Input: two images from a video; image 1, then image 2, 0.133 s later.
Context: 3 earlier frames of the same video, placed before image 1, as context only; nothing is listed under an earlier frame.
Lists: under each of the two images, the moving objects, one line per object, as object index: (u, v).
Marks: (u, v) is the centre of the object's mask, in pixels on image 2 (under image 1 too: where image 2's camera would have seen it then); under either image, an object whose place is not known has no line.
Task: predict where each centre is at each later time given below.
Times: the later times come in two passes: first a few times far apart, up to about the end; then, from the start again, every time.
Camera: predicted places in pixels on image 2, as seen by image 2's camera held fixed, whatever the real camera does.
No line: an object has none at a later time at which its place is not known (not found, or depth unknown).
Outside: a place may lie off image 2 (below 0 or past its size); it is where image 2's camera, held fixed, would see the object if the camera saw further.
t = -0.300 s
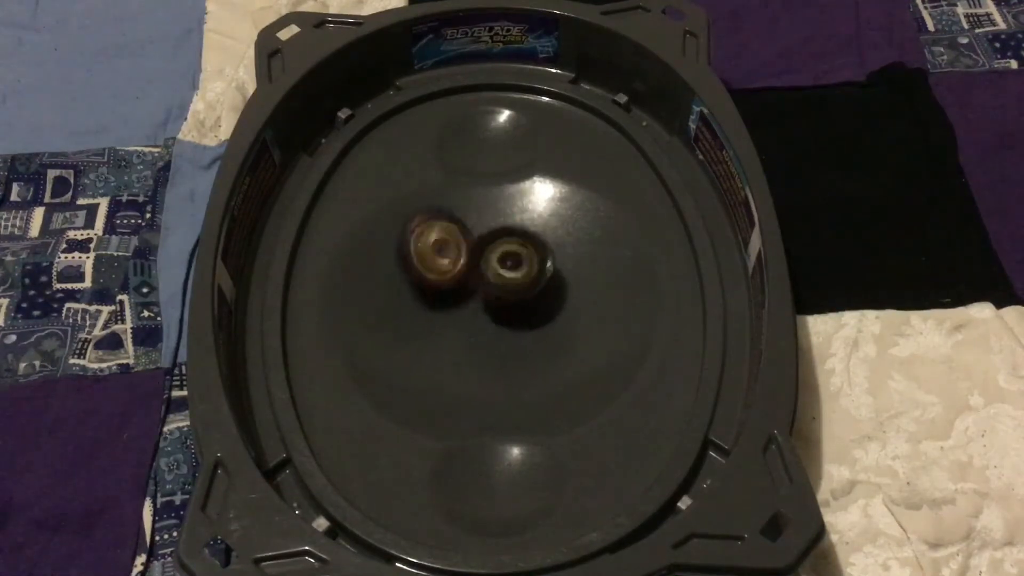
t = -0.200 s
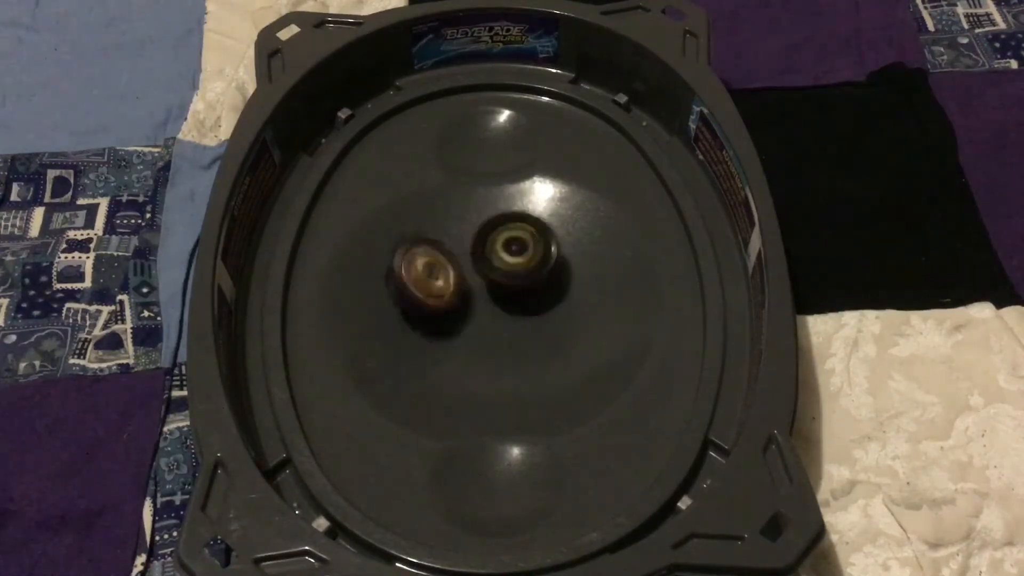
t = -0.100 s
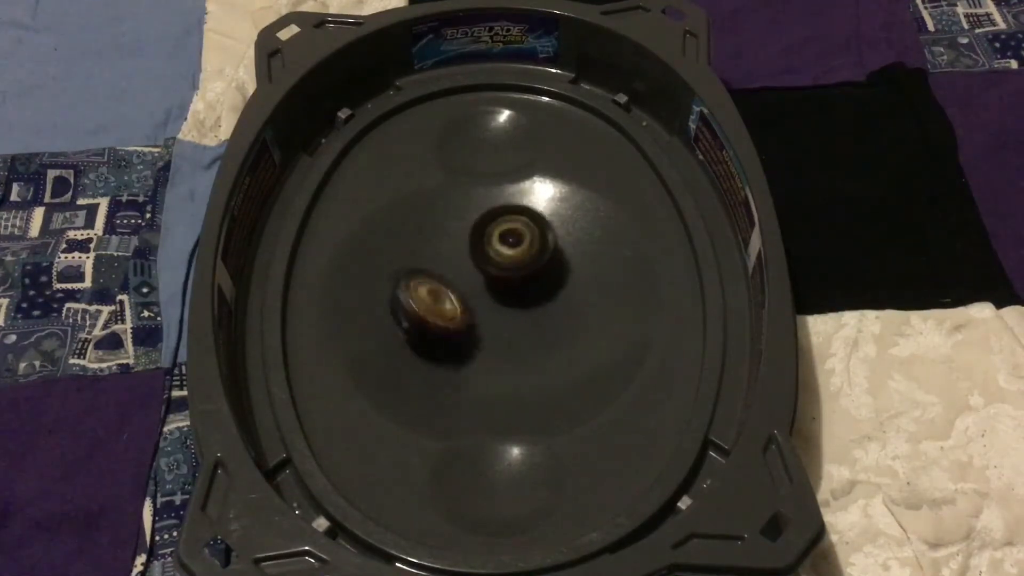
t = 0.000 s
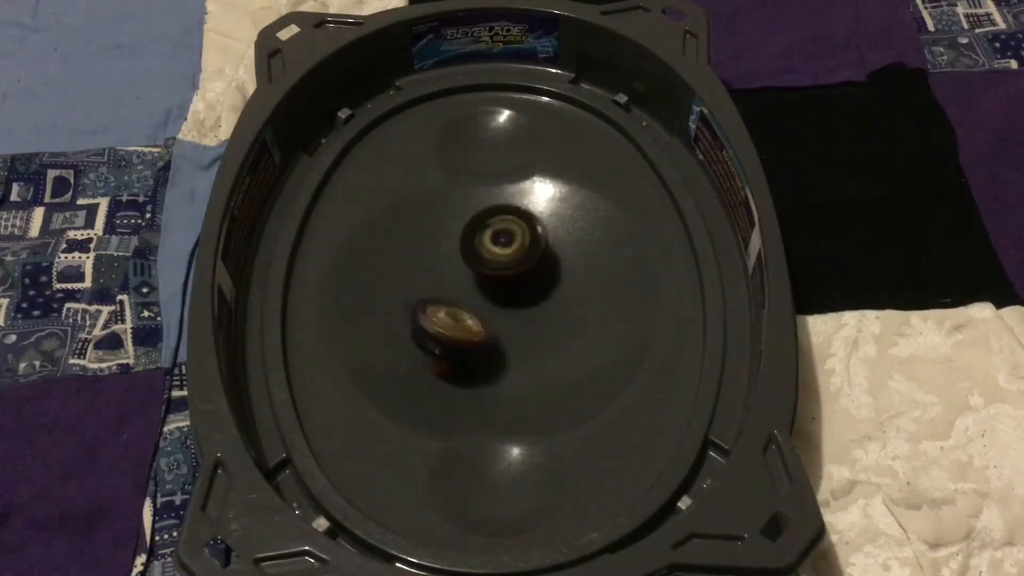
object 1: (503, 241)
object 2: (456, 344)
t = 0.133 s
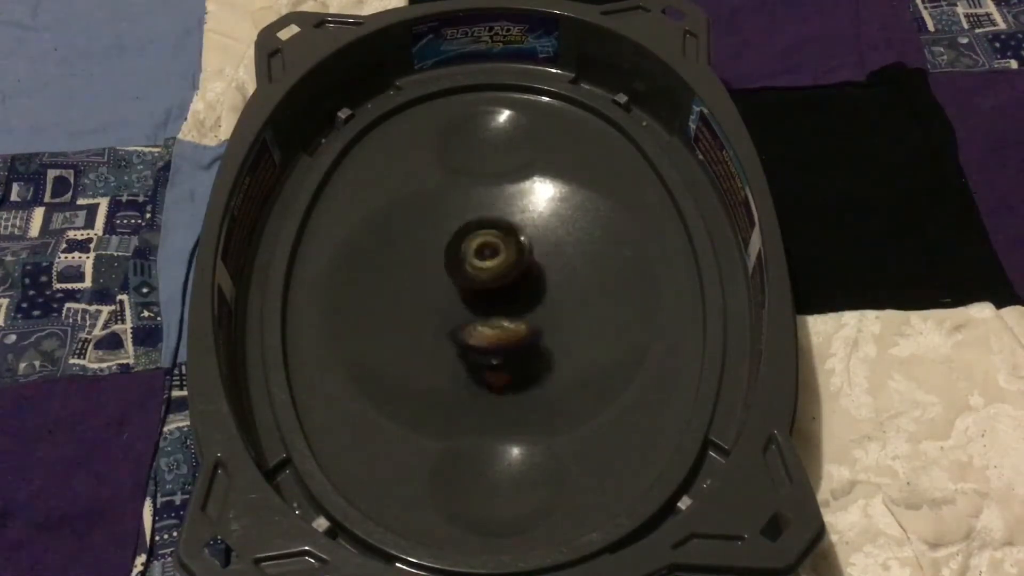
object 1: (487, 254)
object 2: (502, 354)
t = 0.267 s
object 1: (472, 278)
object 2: (544, 336)
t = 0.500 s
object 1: (470, 311)
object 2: (552, 270)
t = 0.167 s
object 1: (482, 259)
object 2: (515, 352)
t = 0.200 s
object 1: (478, 266)
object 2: (526, 348)
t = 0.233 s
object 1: (476, 273)
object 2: (535, 343)
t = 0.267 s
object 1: (472, 278)
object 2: (544, 336)
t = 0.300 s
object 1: (470, 284)
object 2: (551, 328)
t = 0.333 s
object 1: (469, 292)
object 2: (557, 319)
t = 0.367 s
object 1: (468, 295)
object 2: (560, 309)
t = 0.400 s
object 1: (467, 300)
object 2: (561, 299)
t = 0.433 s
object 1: (468, 304)
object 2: (560, 288)
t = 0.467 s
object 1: (469, 308)
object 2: (557, 278)
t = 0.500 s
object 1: (470, 311)
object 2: (552, 270)
